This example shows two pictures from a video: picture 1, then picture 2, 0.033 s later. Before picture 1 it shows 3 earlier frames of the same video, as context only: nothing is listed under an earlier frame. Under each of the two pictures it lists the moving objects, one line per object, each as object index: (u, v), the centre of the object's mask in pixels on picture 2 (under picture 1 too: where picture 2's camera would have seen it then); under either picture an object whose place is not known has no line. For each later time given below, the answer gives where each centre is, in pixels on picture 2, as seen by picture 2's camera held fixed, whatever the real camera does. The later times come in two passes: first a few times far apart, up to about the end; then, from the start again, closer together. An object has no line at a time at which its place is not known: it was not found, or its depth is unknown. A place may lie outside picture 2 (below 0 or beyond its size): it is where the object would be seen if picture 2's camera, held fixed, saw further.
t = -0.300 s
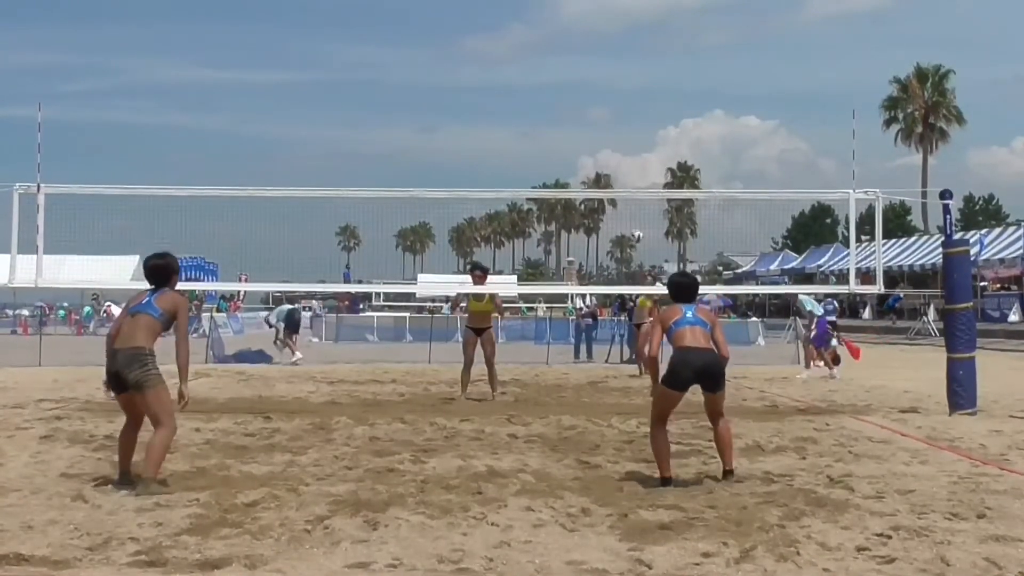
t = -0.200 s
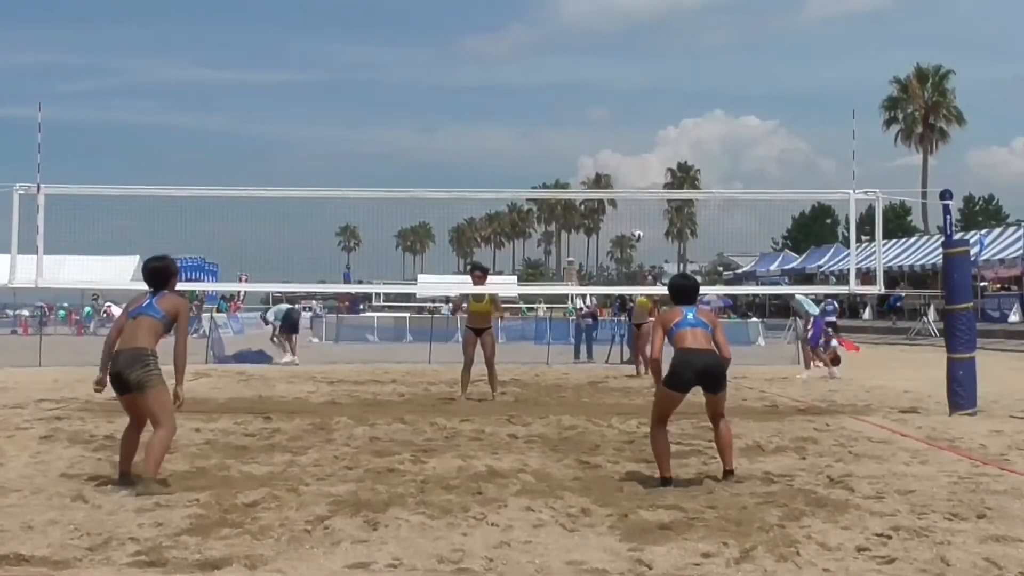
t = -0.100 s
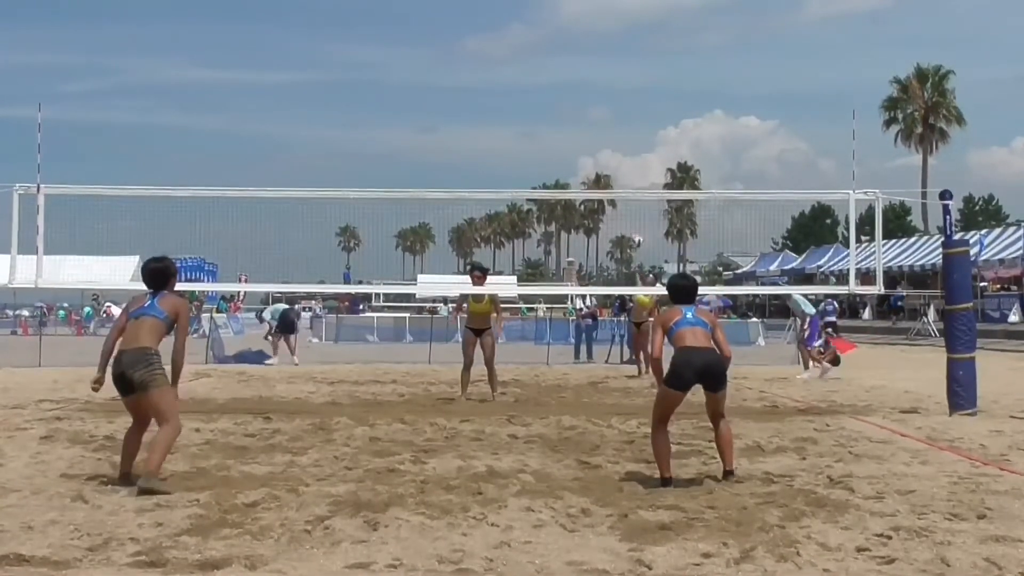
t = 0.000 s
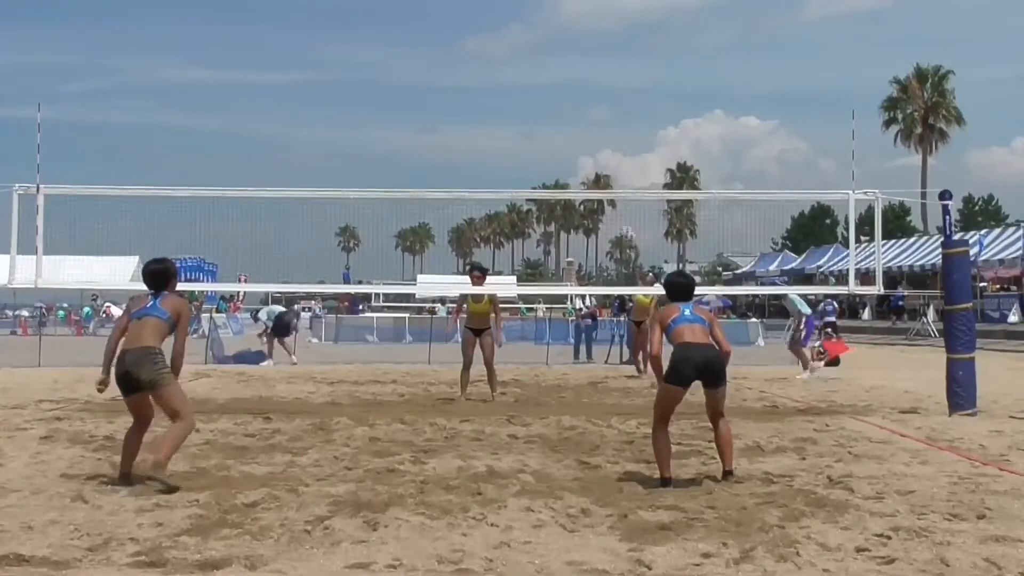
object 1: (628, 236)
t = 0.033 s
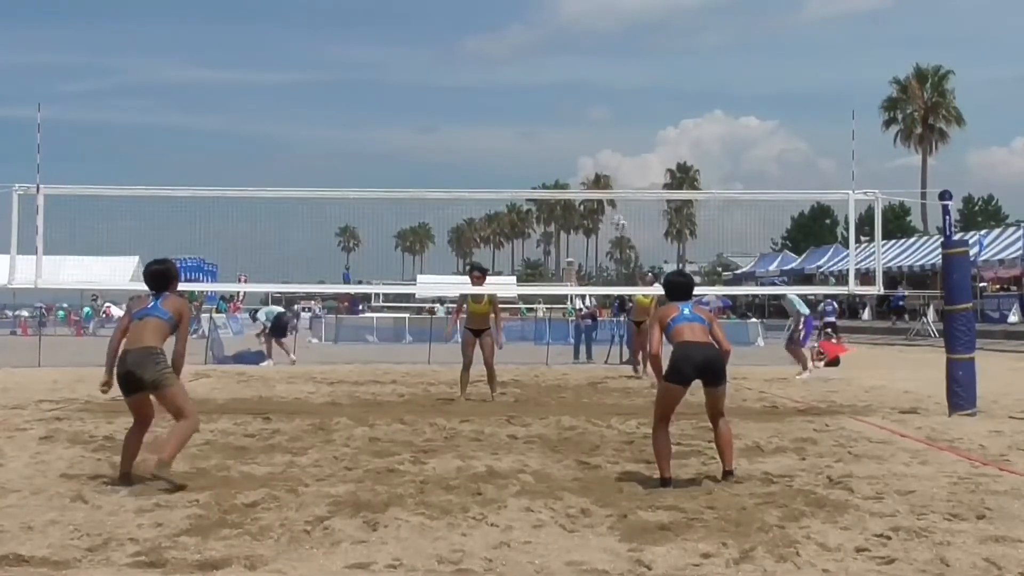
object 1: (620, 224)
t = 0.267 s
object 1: (553, 158)
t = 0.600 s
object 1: (425, 121)
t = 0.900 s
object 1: (251, 198)
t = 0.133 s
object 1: (591, 187)
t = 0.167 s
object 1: (584, 183)
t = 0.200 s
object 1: (574, 175)
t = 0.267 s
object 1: (553, 158)
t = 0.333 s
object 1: (531, 144)
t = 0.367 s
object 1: (519, 139)
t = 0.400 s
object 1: (506, 133)
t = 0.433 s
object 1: (494, 129)
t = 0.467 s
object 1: (481, 126)
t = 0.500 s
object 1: (468, 123)
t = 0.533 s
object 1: (454, 121)
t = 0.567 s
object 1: (439, 121)
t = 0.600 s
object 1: (425, 121)
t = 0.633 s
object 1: (408, 123)
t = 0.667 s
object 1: (390, 126)
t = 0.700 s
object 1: (374, 131)
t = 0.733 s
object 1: (355, 137)
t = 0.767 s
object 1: (337, 144)
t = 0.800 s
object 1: (317, 155)
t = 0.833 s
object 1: (295, 168)
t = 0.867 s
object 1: (273, 181)
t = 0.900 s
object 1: (251, 198)
